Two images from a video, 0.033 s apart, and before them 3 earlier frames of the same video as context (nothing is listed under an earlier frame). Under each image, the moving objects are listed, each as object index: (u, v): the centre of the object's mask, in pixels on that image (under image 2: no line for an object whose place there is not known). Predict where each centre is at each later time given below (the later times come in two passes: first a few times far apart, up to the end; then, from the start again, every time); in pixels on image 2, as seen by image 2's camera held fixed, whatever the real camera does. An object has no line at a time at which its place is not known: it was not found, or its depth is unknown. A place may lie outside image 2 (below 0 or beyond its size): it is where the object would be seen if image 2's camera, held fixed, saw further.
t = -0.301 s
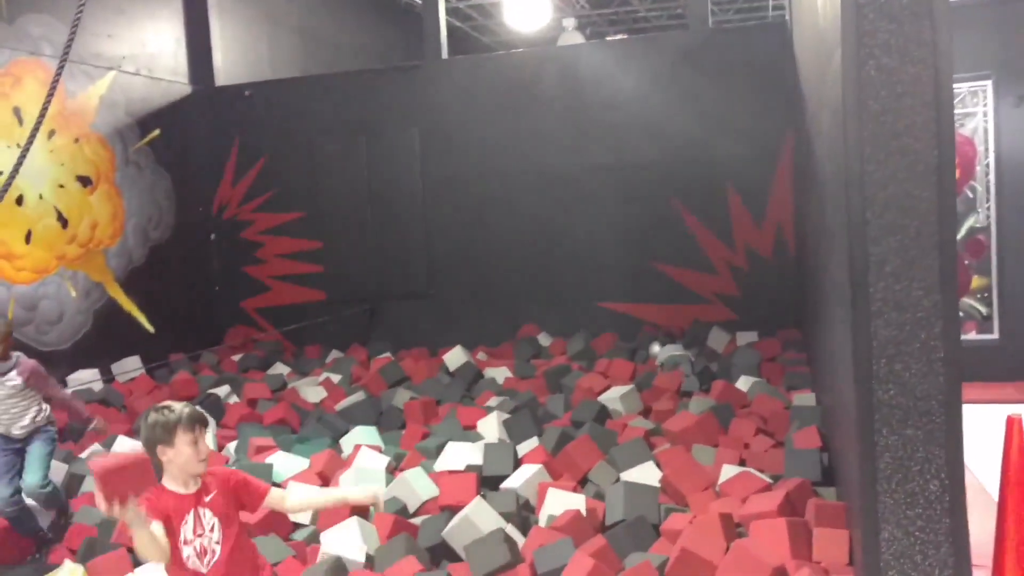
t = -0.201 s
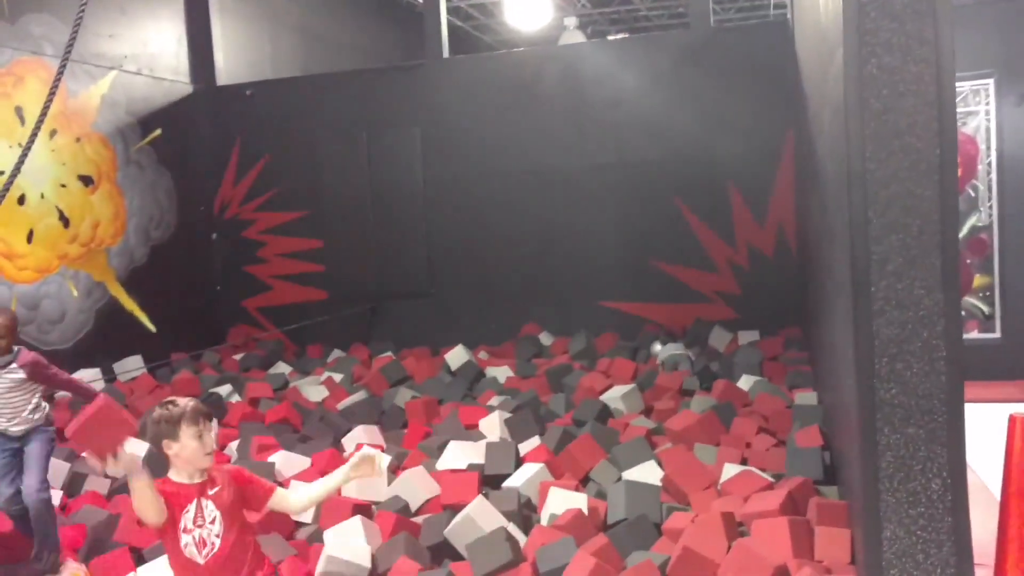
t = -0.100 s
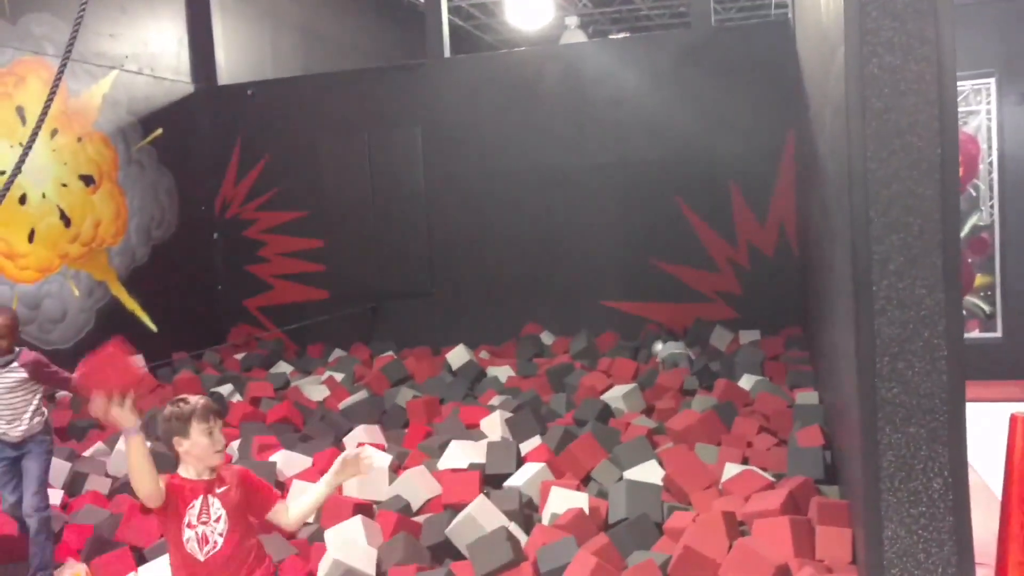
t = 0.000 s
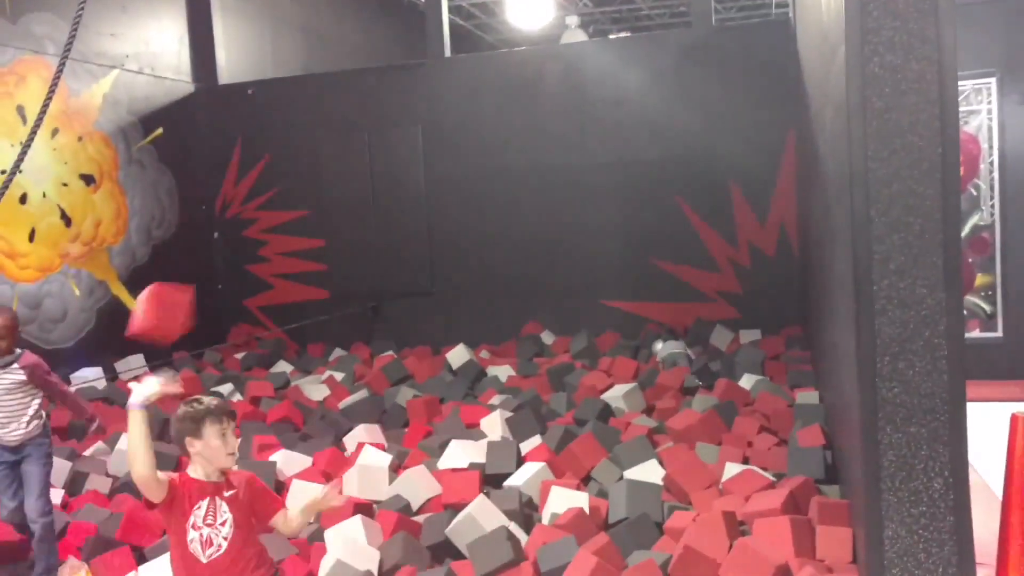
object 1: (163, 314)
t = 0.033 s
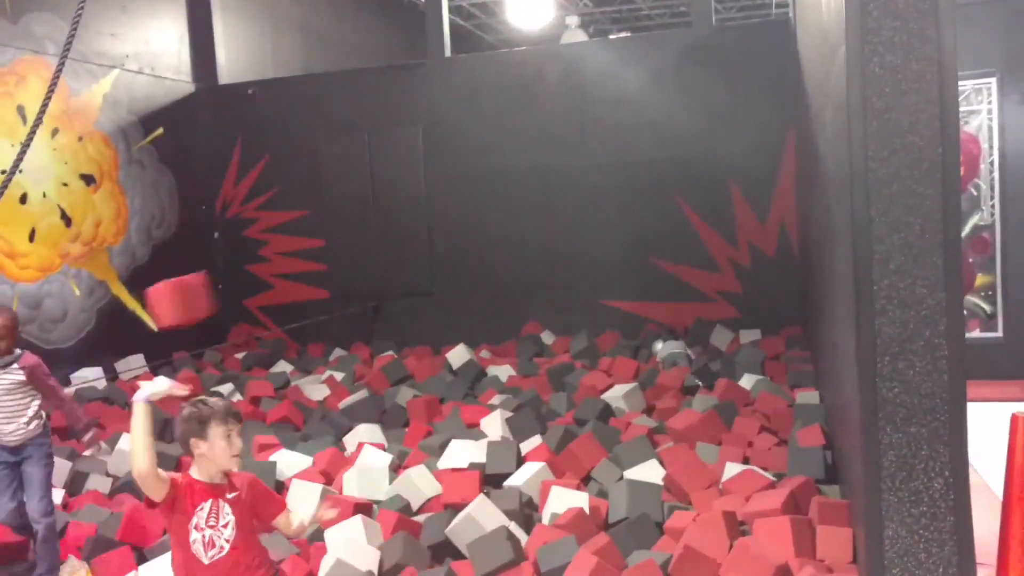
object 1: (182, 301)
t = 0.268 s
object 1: (276, 302)
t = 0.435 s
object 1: (328, 360)
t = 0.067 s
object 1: (198, 293)
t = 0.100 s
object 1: (213, 288)
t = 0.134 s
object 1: (226, 285)
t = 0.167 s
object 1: (240, 286)
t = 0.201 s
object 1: (255, 290)
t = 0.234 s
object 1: (267, 296)
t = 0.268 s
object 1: (276, 302)
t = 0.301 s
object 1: (288, 311)
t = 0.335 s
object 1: (301, 322)
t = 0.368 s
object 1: (310, 335)
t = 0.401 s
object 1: (318, 346)
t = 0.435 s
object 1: (328, 360)
